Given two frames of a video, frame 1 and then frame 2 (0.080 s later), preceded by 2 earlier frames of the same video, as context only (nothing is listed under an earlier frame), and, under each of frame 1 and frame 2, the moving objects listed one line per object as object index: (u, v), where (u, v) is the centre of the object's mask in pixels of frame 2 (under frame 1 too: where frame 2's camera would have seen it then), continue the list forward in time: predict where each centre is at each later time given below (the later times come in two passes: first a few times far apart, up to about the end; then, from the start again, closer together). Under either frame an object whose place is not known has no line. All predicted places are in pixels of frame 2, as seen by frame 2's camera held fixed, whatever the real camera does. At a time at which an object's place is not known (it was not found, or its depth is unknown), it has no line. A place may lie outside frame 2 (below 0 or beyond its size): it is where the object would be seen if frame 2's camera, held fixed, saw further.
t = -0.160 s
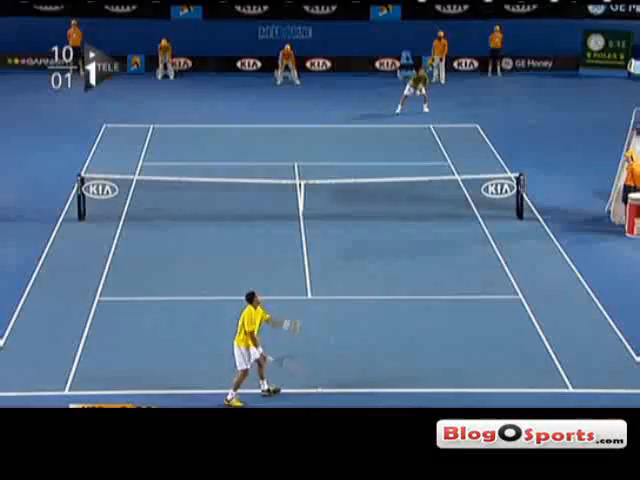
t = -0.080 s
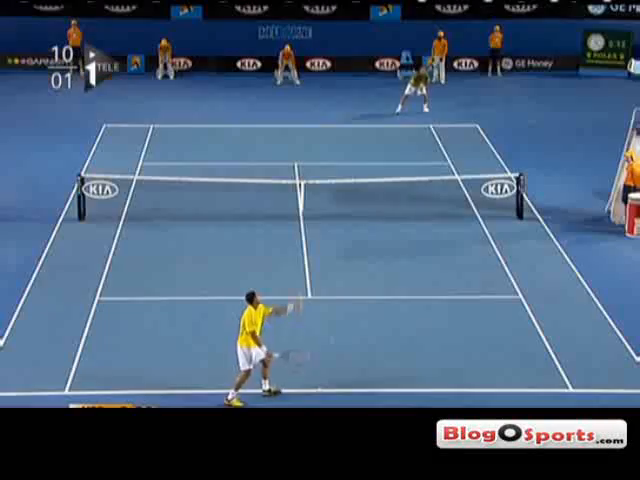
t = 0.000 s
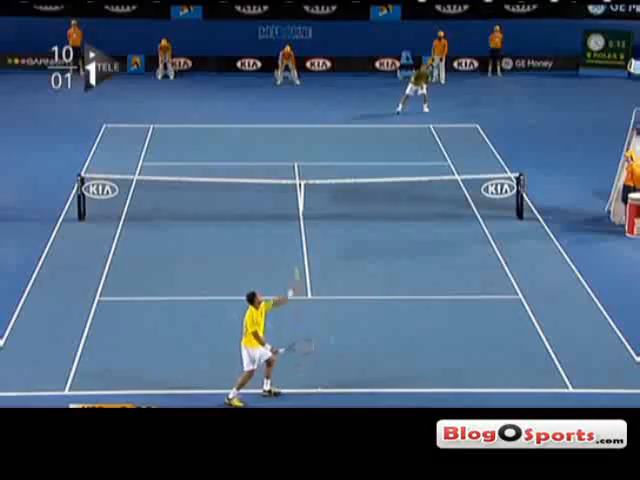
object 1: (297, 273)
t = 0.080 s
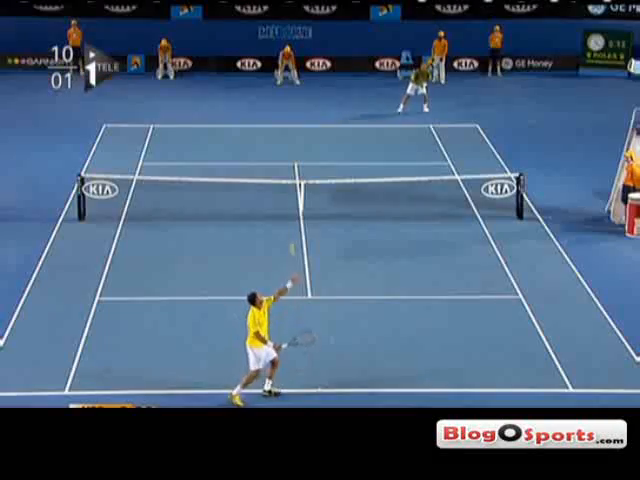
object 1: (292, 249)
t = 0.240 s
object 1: (283, 215)
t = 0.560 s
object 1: (266, 192)
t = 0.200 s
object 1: (285, 220)
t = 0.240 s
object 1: (283, 215)
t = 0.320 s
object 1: (279, 203)
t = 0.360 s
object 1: (277, 199)
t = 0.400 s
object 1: (275, 196)
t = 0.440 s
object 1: (273, 194)
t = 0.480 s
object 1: (270, 192)
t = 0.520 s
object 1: (268, 192)
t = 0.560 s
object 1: (266, 192)
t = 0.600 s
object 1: (264, 194)
